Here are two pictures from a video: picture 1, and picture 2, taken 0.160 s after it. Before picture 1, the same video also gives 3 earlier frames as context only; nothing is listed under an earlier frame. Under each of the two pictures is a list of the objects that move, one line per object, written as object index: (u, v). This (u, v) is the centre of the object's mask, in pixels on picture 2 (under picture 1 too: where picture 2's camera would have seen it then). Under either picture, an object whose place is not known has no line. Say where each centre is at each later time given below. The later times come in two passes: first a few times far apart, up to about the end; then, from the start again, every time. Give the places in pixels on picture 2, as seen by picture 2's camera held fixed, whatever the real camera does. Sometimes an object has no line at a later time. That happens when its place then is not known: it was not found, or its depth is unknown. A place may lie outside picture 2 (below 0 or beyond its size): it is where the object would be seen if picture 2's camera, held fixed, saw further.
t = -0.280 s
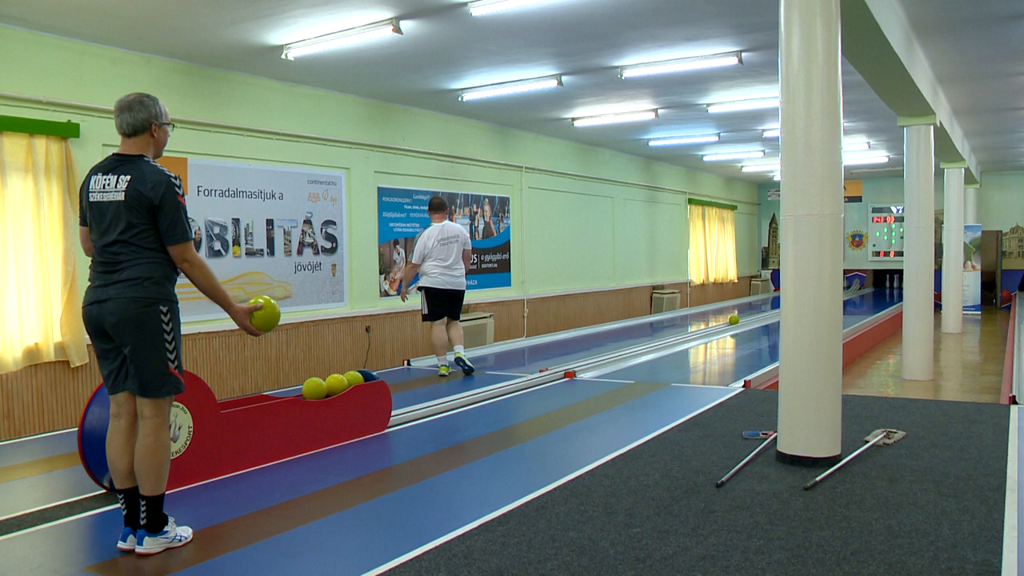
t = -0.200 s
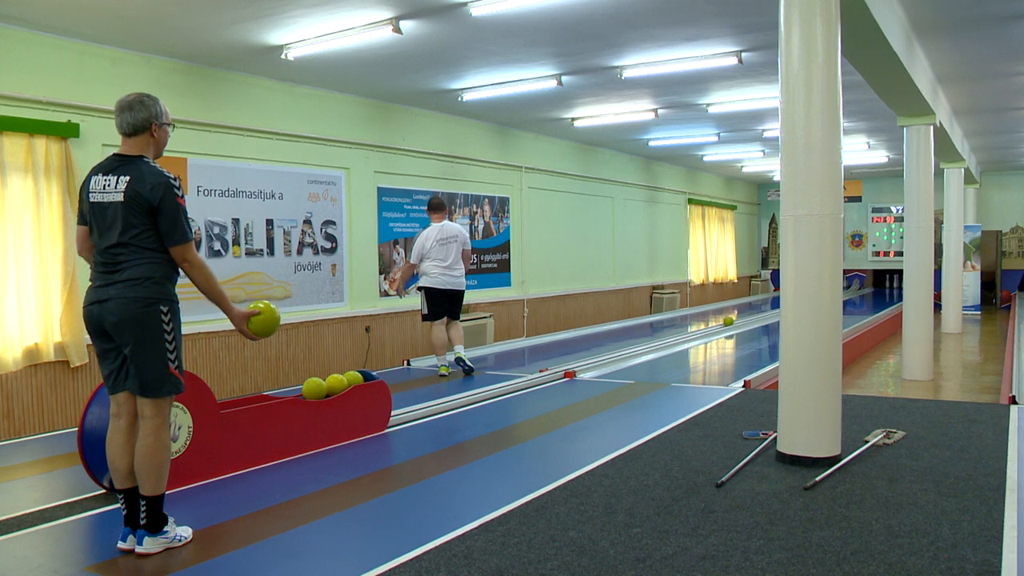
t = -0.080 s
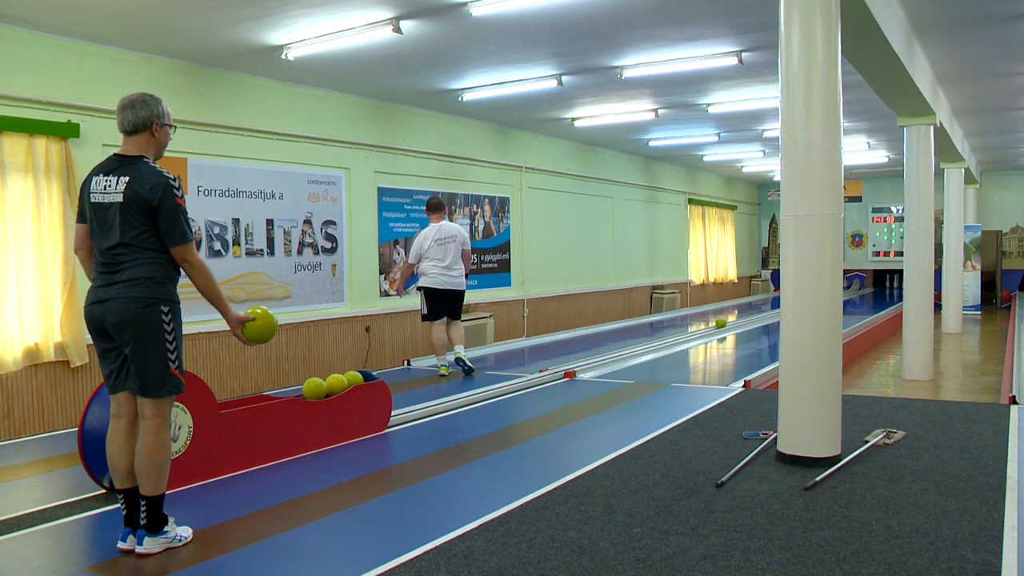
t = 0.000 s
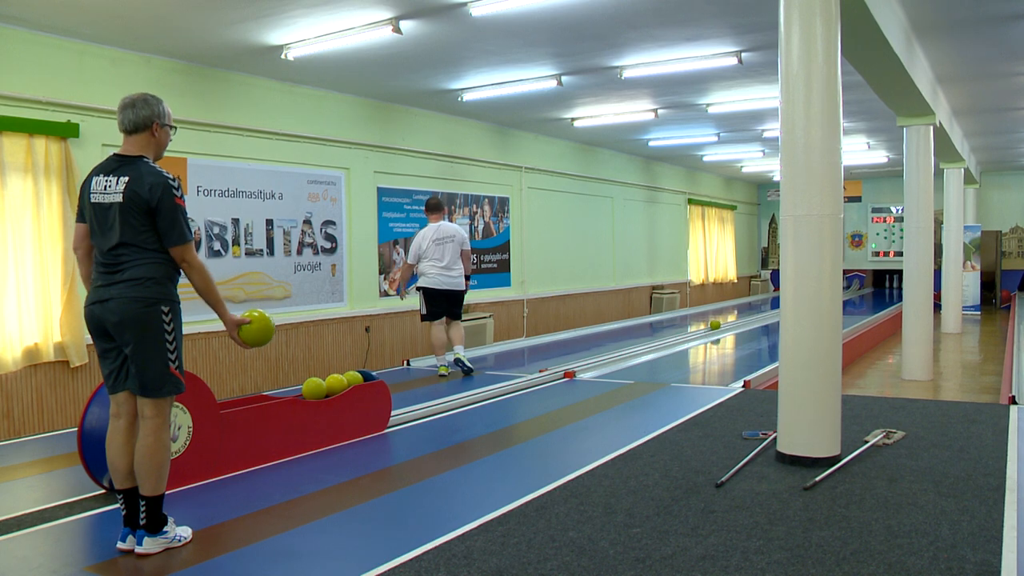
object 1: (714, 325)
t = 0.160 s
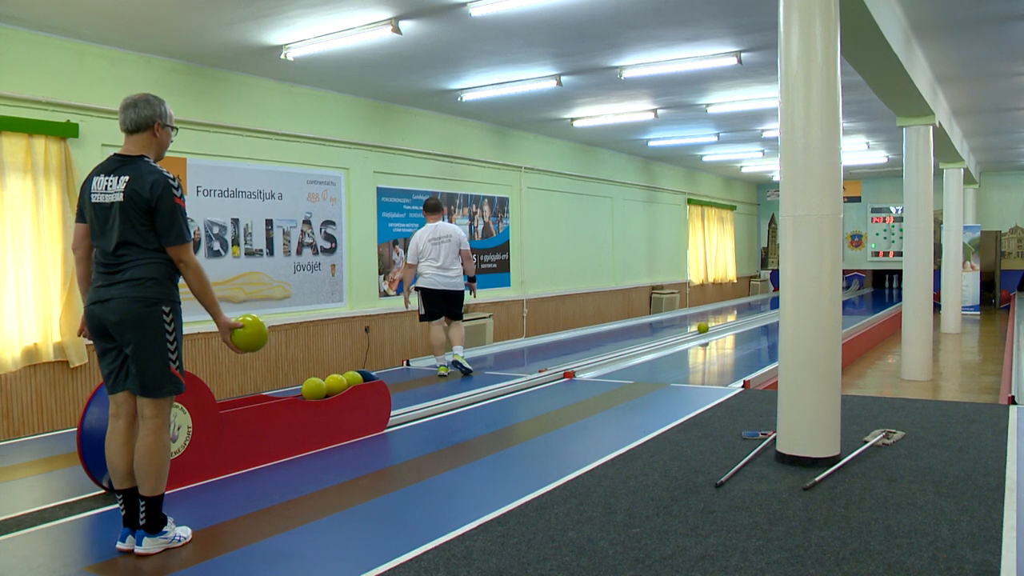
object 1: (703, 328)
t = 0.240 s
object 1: (696, 329)
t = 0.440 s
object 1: (680, 333)
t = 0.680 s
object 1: (658, 339)
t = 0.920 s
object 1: (633, 345)
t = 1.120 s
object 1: (611, 351)
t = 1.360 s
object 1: (578, 359)
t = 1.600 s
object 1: (536, 368)
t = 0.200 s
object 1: (699, 328)
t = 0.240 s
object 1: (696, 329)
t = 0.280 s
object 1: (693, 330)
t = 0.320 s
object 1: (690, 331)
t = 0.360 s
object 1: (687, 331)
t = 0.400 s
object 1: (684, 332)
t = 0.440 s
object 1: (680, 333)
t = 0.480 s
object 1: (677, 334)
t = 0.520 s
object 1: (673, 335)
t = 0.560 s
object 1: (670, 336)
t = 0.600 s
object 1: (666, 337)
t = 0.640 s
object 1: (662, 338)
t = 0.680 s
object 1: (658, 339)
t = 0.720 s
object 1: (655, 340)
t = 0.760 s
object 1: (650, 341)
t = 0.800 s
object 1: (646, 342)
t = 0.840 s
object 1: (642, 343)
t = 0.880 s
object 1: (638, 344)
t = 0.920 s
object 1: (633, 345)
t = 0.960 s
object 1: (629, 346)
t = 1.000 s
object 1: (625, 347)
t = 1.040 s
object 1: (620, 349)
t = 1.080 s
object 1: (615, 350)
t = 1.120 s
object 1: (611, 351)
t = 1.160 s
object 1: (606, 352)
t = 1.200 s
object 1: (601, 354)
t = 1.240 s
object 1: (596, 355)
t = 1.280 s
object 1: (590, 356)
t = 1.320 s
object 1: (584, 358)
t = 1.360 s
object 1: (578, 359)
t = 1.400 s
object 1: (572, 361)
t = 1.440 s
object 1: (565, 362)
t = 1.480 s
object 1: (559, 364)
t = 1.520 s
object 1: (551, 365)
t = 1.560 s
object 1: (544, 367)
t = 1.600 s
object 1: (536, 368)
